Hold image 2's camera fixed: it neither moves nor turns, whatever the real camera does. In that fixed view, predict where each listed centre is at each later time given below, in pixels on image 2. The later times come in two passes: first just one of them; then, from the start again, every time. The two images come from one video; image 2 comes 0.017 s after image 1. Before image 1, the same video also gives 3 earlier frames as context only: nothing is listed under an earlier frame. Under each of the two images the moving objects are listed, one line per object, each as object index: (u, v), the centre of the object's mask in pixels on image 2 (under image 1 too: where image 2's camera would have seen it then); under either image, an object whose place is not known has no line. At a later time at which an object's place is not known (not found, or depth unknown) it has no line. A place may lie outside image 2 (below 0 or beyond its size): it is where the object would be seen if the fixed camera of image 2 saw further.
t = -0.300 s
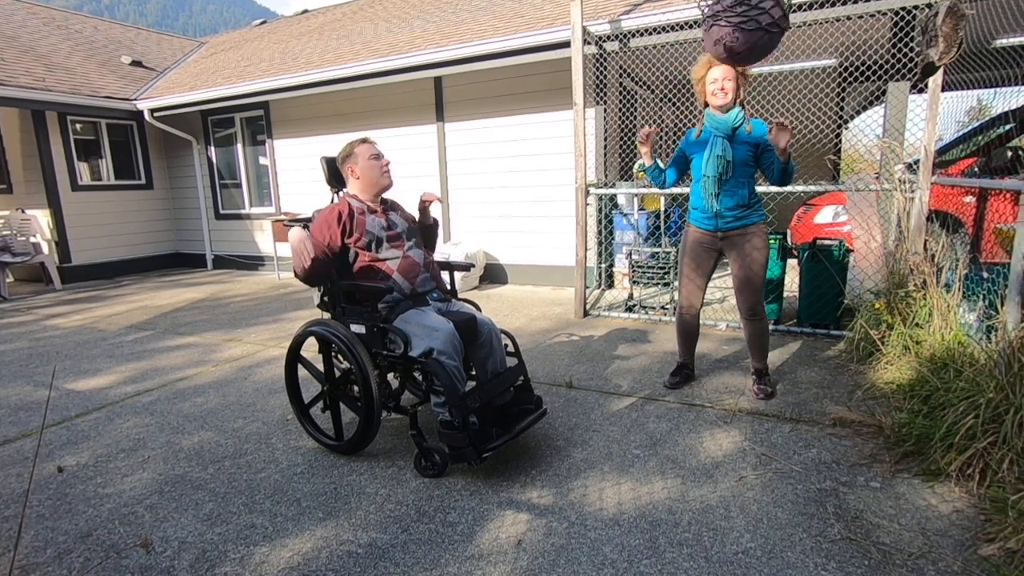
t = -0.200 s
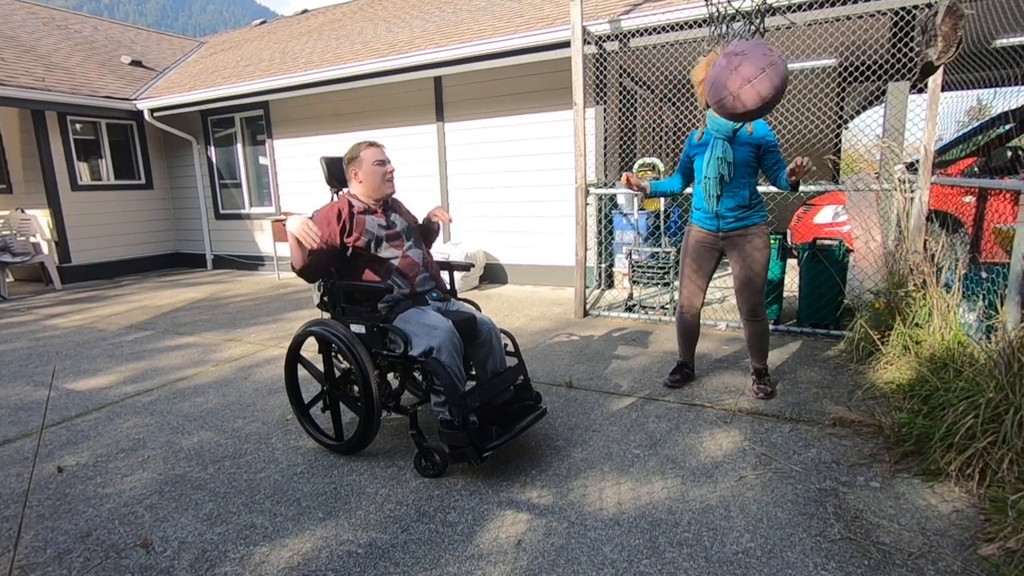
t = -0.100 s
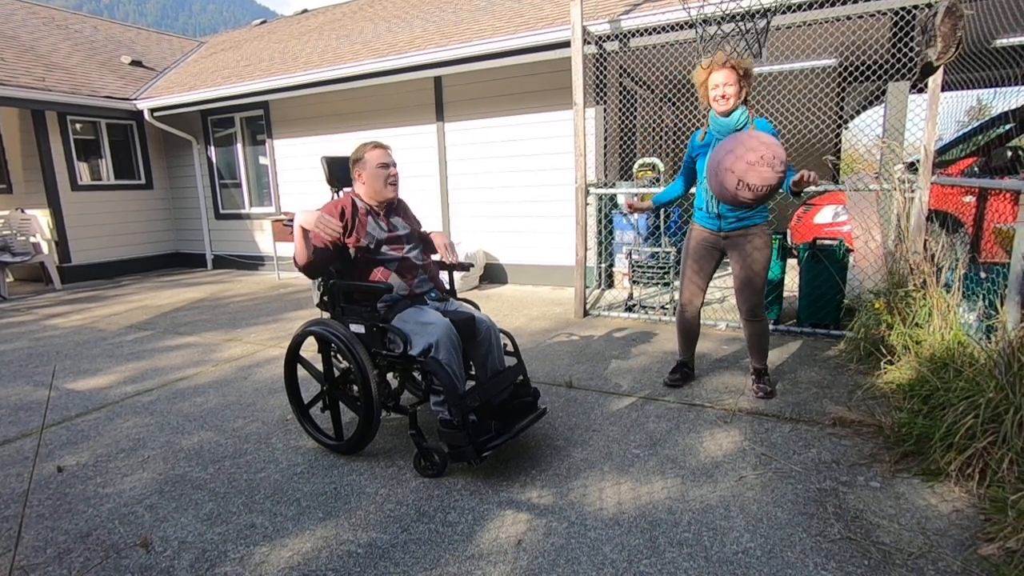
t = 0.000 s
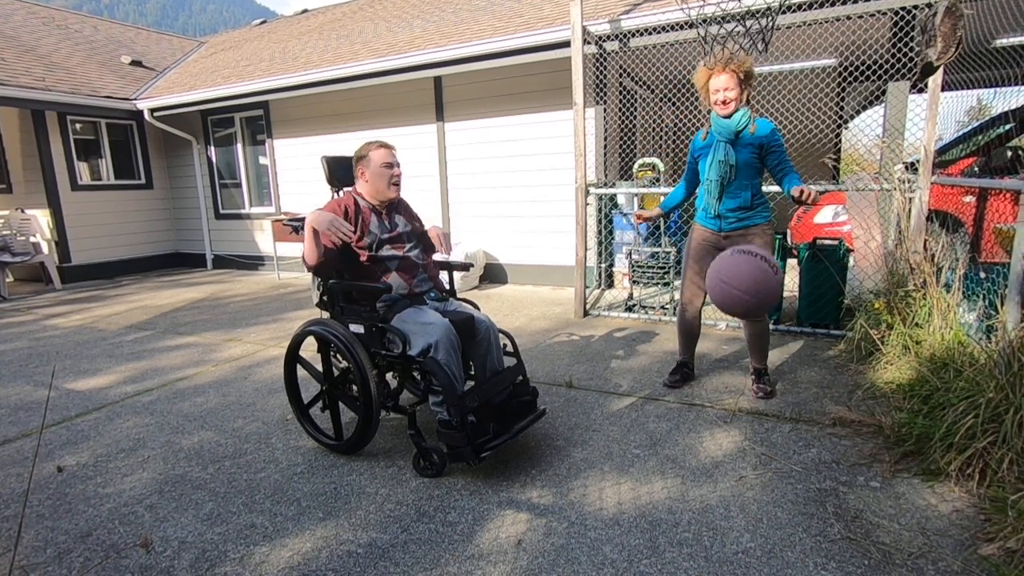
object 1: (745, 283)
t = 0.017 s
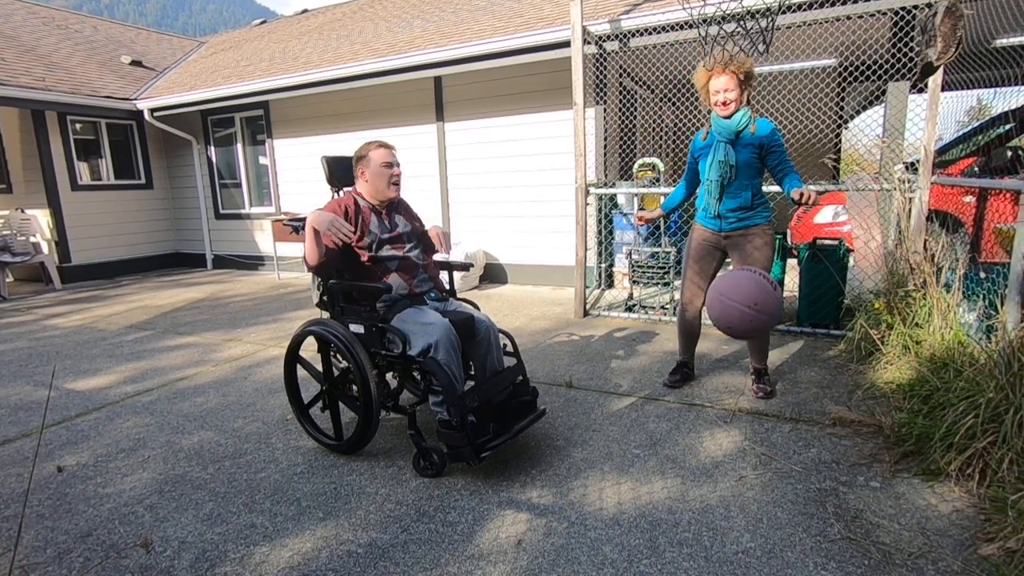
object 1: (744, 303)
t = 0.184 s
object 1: (742, 435)
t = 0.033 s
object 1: (744, 325)
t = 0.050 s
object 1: (744, 347)
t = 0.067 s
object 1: (743, 369)
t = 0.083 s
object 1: (742, 391)
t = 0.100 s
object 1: (742, 415)
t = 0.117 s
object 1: (741, 438)
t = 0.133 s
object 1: (741, 461)
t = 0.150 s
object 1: (741, 468)
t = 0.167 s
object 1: (742, 451)
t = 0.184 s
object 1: (742, 435)
